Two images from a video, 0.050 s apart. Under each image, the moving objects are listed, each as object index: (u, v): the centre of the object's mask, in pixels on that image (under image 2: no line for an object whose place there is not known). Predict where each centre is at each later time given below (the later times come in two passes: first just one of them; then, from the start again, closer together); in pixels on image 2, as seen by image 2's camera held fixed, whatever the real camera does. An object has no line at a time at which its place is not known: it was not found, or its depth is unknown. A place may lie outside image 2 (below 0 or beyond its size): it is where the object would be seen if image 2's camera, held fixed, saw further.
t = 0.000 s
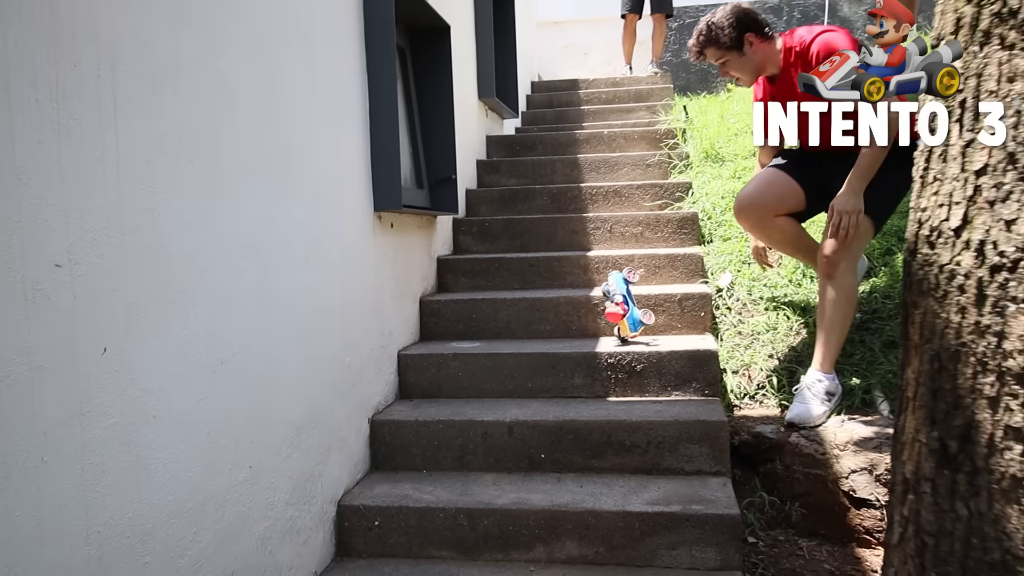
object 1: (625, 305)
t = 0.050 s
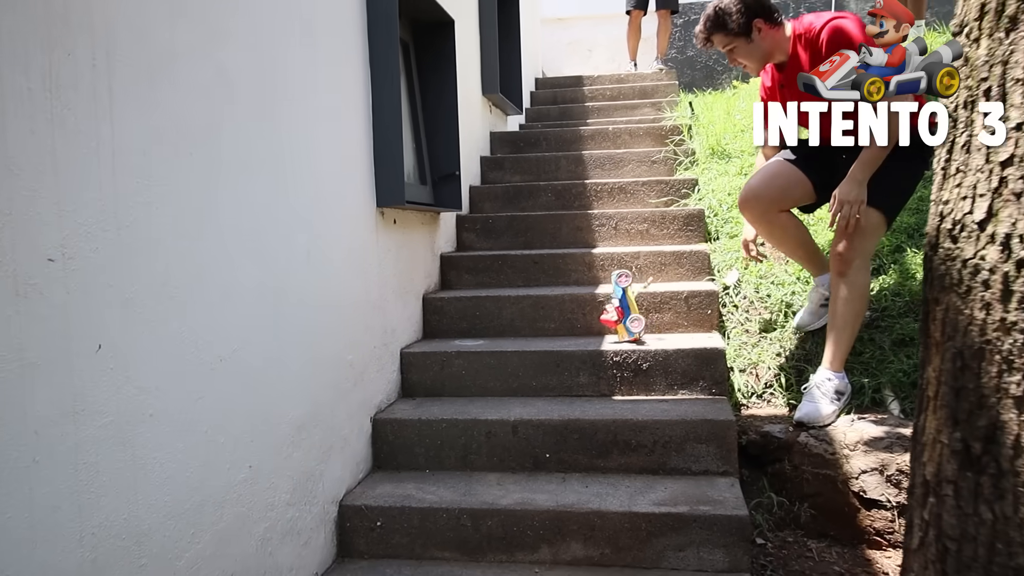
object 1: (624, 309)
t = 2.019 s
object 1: (679, 402)
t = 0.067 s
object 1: (624, 310)
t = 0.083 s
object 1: (624, 308)
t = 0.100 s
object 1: (625, 307)
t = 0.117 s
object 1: (627, 307)
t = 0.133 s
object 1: (626, 308)
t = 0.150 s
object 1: (624, 308)
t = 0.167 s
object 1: (623, 308)
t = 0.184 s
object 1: (623, 308)
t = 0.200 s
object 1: (622, 309)
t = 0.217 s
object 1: (622, 308)
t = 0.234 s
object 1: (620, 308)
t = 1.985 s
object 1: (680, 403)
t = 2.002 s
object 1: (679, 400)
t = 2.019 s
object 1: (679, 402)
